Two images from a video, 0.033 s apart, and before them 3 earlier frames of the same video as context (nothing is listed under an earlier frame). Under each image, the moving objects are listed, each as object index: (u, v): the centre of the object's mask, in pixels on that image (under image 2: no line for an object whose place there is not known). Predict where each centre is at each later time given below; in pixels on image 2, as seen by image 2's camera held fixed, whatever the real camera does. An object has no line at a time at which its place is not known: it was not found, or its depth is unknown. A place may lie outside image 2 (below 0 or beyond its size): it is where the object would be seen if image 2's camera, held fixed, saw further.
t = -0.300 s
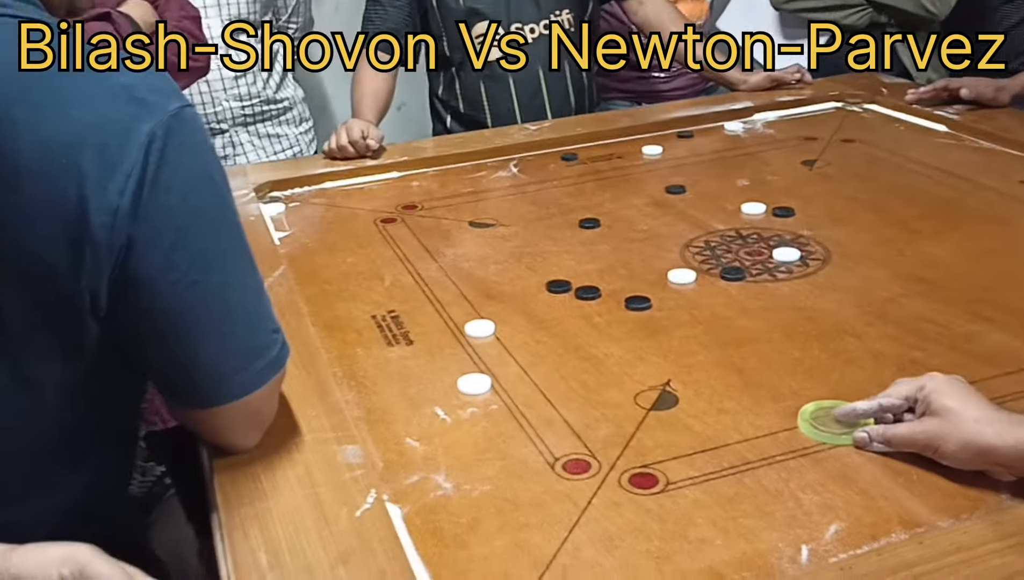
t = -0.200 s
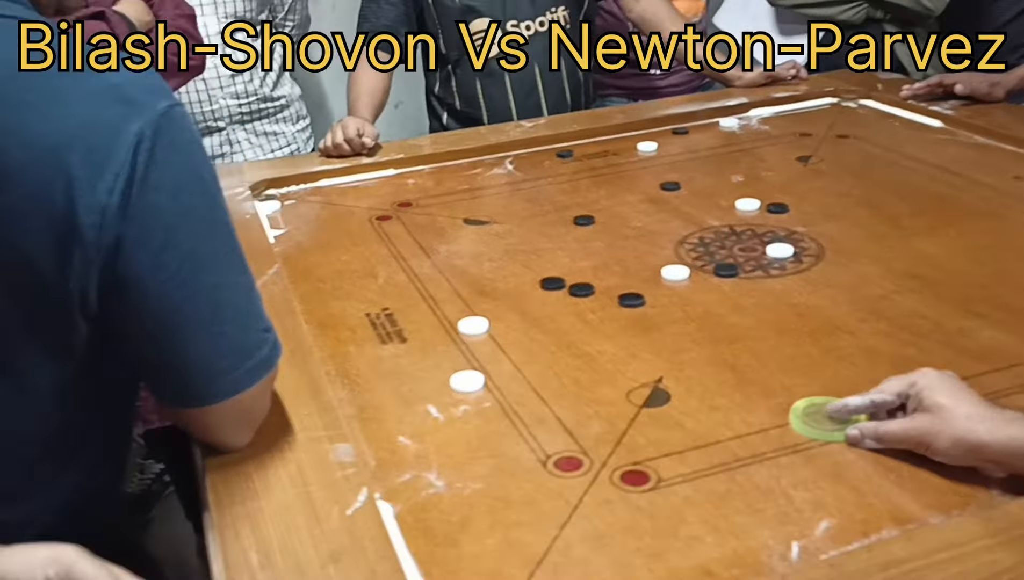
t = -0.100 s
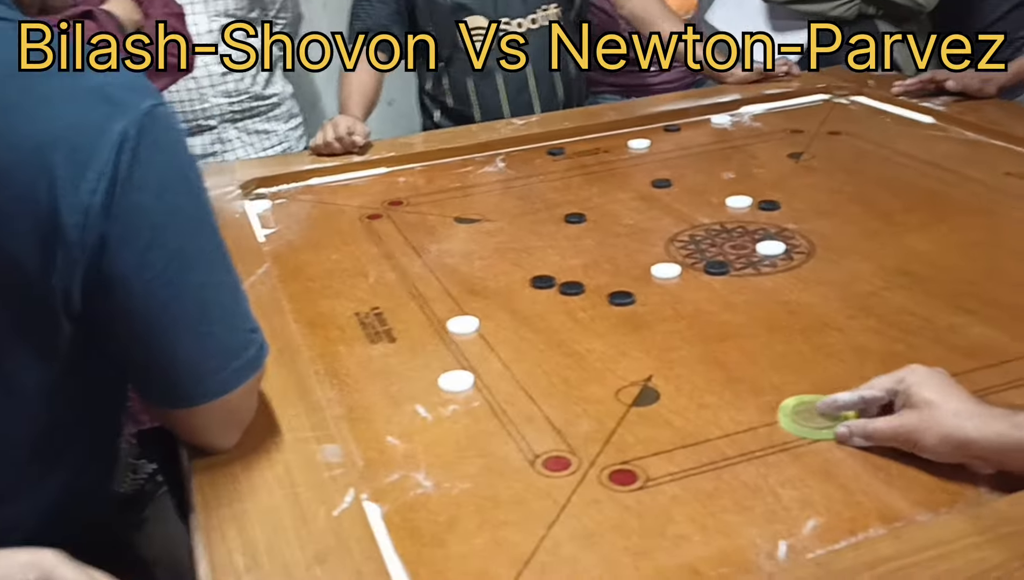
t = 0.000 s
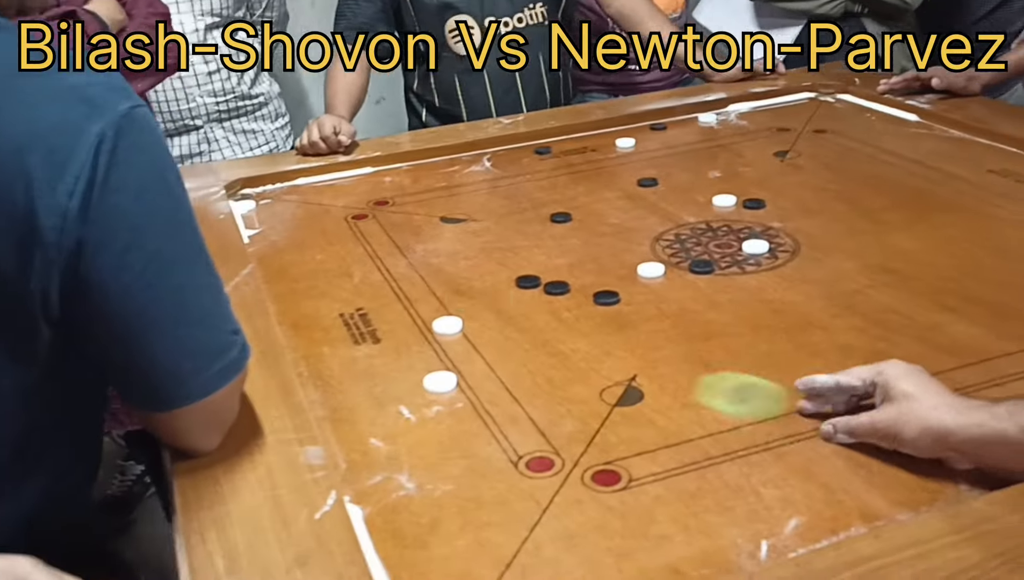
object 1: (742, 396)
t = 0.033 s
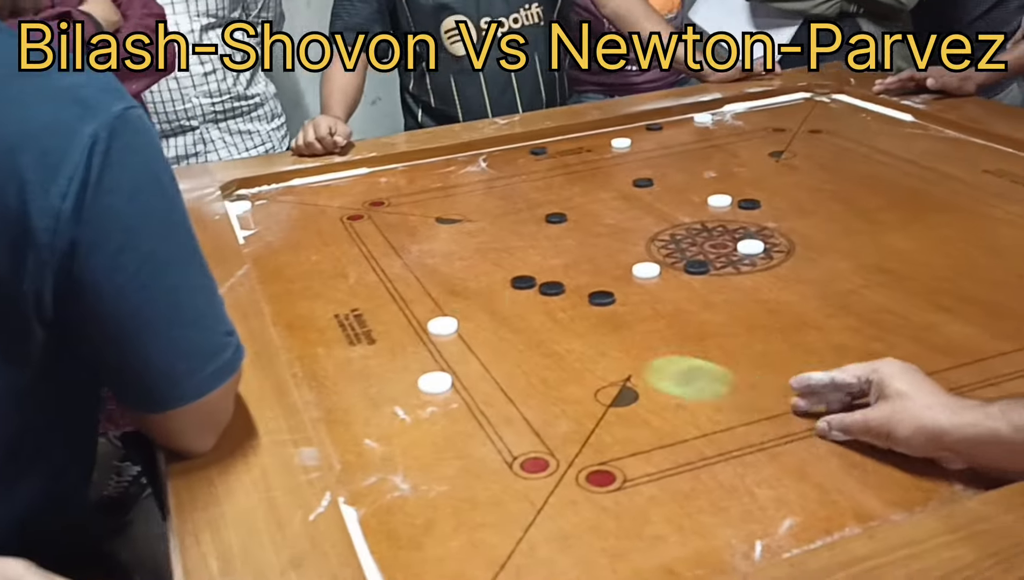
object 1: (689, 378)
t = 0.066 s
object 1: (646, 362)
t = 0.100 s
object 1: (605, 348)
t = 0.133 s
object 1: (569, 334)
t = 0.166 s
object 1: (534, 322)
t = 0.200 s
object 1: (503, 310)
